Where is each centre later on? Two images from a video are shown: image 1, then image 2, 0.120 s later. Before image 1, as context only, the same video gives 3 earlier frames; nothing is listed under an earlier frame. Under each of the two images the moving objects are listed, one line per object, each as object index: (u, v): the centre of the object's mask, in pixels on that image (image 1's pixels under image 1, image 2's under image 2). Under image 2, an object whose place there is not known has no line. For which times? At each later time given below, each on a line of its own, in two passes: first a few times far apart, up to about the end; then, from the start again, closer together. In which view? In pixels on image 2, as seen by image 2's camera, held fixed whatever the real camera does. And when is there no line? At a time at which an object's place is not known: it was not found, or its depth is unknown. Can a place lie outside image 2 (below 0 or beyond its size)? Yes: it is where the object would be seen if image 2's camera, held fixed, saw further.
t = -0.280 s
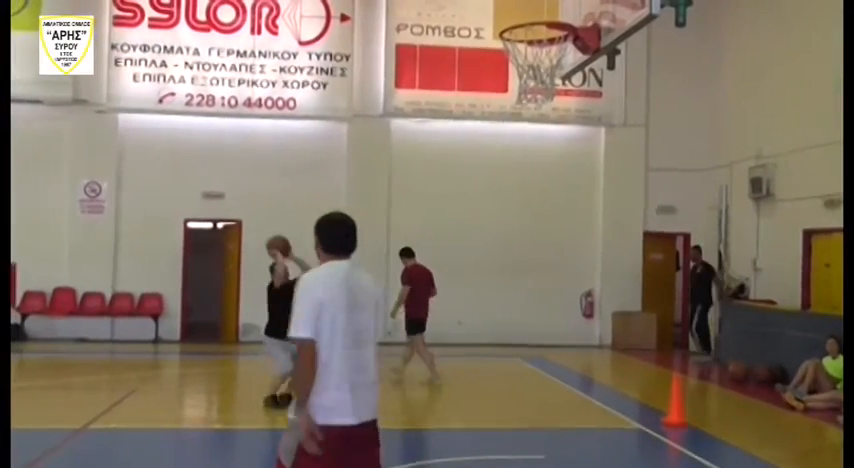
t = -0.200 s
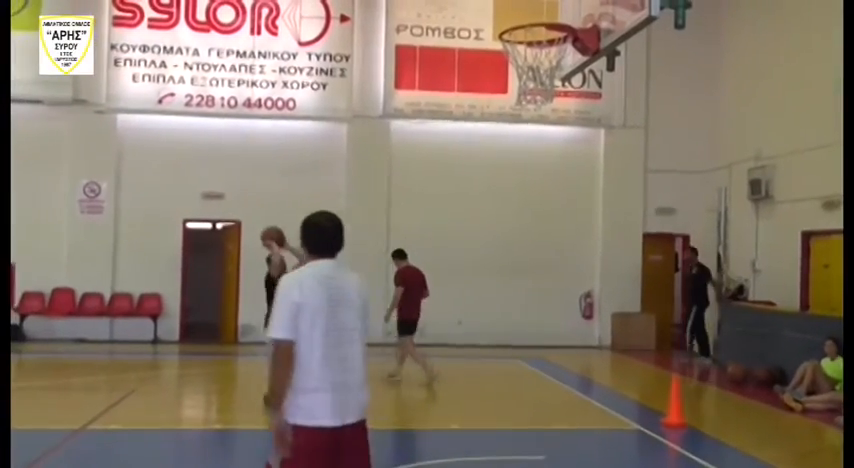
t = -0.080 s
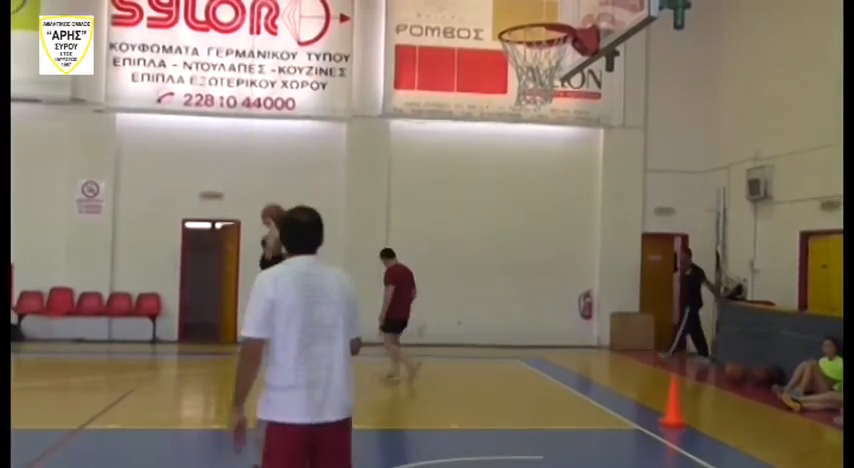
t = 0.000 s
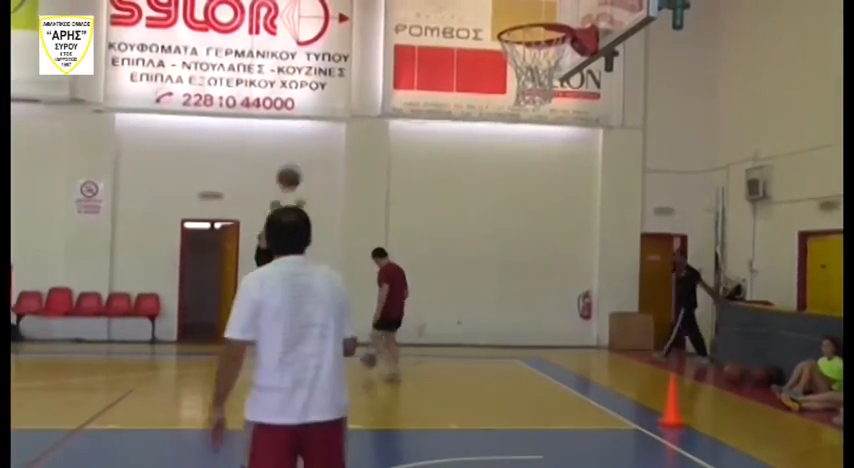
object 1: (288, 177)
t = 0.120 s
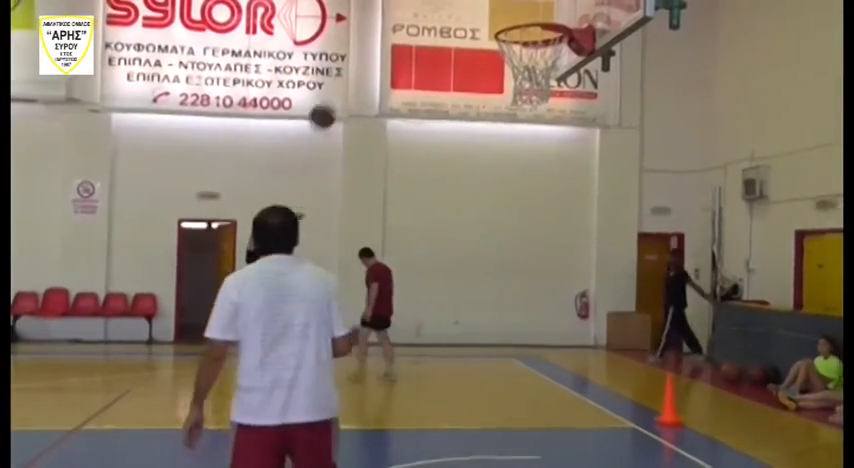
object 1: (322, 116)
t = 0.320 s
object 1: (390, 37)
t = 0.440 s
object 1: (437, 6)
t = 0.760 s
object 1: (559, 2)
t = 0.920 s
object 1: (519, 7)
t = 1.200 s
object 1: (388, 31)
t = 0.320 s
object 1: (390, 37)
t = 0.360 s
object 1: (405, 24)
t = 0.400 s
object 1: (421, 13)
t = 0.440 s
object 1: (437, 6)
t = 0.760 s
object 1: (559, 2)
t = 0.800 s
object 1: (555, 4)
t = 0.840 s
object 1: (550, 9)
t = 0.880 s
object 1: (537, 10)
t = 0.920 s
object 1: (519, 7)
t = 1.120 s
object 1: (426, 12)
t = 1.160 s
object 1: (407, 19)
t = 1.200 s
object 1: (388, 31)
